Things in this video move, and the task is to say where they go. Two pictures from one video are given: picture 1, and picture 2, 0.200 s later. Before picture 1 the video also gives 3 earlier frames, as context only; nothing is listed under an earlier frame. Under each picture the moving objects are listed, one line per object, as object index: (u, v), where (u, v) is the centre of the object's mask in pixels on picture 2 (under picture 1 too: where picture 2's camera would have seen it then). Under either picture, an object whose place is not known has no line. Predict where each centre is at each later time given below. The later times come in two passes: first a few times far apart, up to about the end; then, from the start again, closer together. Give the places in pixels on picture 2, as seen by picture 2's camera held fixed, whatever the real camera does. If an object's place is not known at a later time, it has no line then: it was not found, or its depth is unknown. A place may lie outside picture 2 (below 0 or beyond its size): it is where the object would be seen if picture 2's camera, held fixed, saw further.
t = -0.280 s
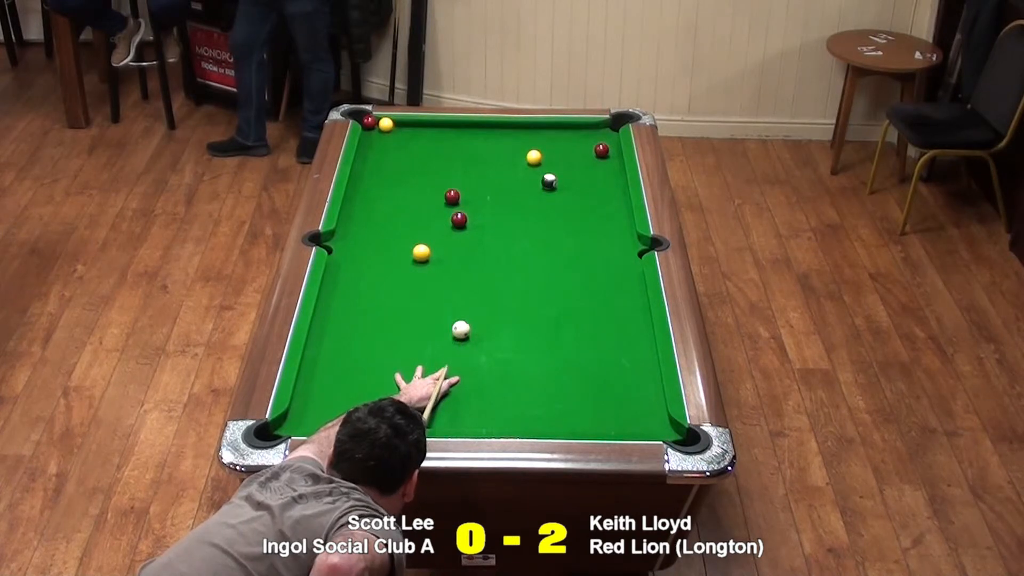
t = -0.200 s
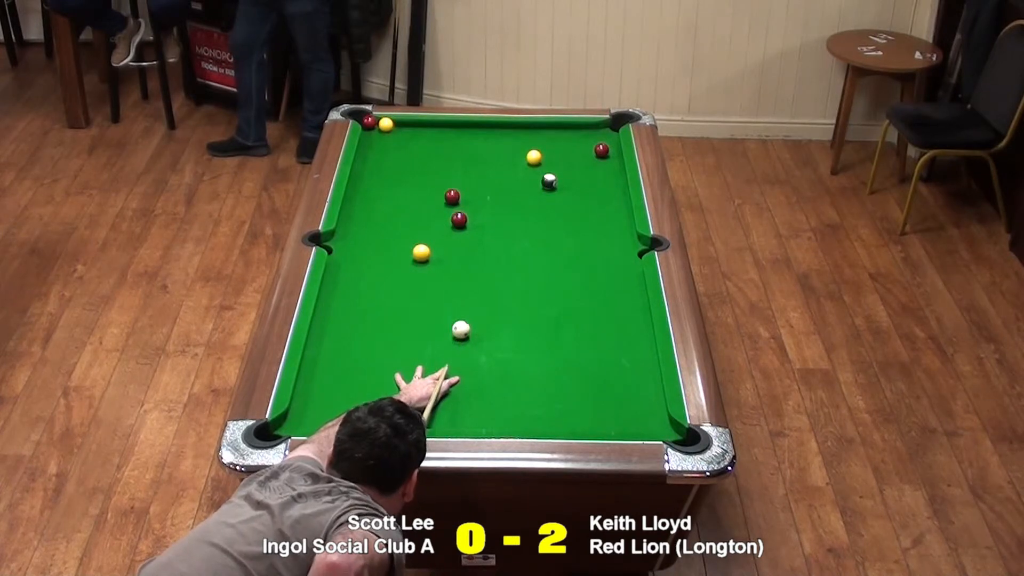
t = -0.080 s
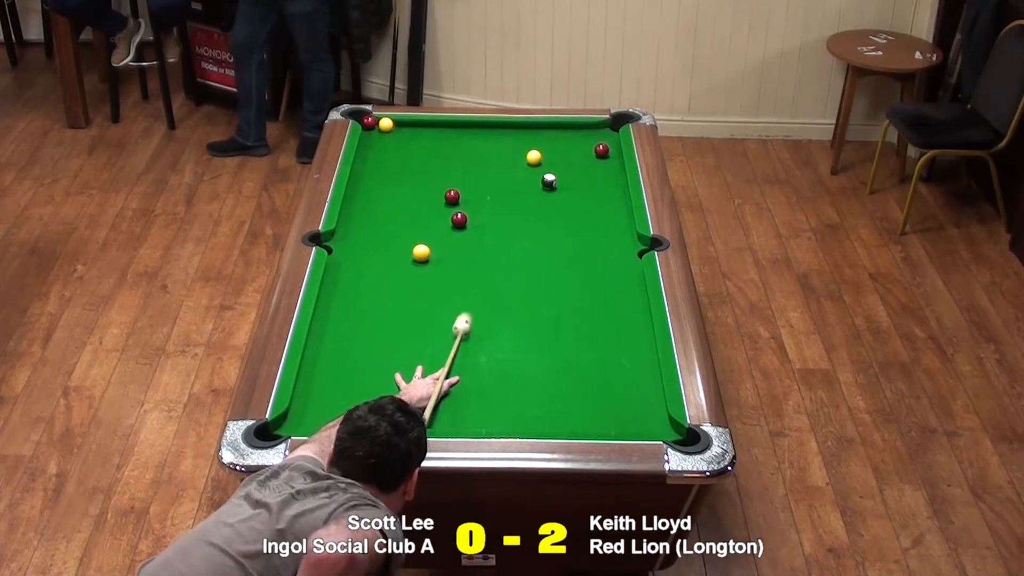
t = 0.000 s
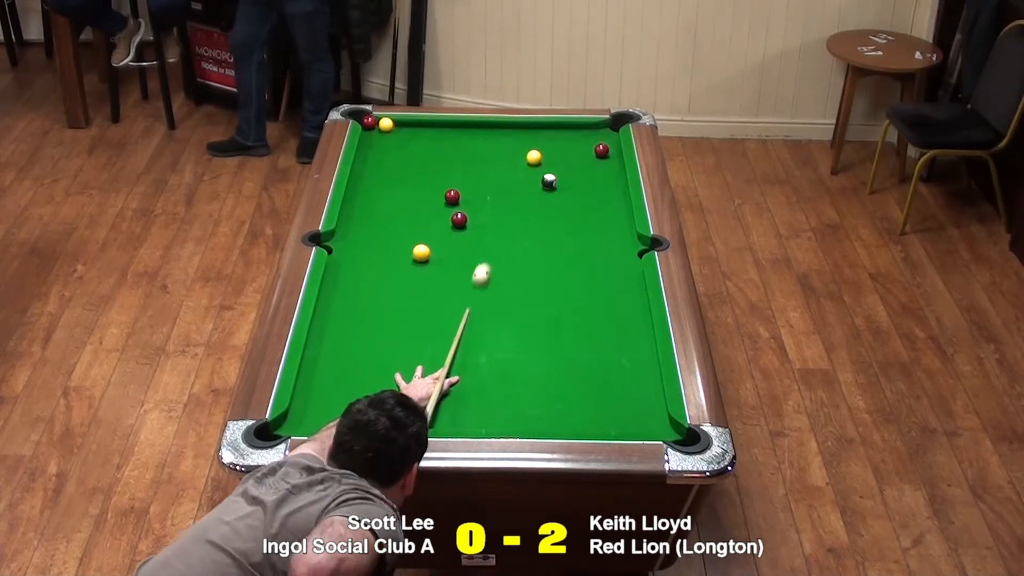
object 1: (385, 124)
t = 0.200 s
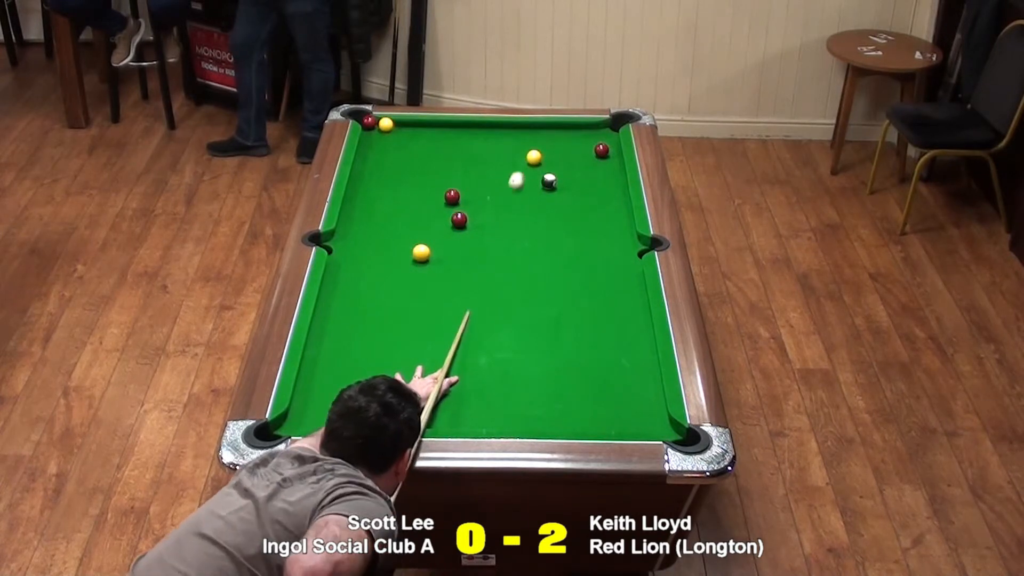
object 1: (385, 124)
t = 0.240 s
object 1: (385, 124)
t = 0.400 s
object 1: (385, 124)
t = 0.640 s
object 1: (385, 124)
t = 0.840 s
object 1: (379, 125)
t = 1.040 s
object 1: (373, 128)
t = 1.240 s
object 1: (368, 130)
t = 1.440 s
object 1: (370, 133)
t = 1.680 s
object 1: (371, 136)
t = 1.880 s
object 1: (373, 137)
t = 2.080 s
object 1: (373, 138)
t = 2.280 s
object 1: (374, 139)
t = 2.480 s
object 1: (377, 138)
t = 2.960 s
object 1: (369, 137)
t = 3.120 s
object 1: (374, 139)
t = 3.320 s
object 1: (374, 139)
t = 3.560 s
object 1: (374, 139)
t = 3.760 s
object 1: (374, 139)
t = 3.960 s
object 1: (374, 139)
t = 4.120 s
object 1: (371, 136)
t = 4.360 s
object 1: (374, 139)
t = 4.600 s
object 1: (374, 139)
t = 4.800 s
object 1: (374, 139)
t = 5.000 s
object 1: (374, 139)
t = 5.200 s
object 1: (374, 139)
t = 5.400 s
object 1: (374, 139)
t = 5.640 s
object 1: (374, 139)
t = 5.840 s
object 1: (374, 139)
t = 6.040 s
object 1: (374, 139)
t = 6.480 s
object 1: (374, 139)
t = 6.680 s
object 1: (374, 139)
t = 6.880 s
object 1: (374, 139)
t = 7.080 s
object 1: (374, 139)
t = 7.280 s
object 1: (374, 139)
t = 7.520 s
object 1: (374, 139)
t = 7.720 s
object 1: (373, 139)
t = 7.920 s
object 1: (374, 139)
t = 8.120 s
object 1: (373, 139)
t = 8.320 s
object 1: (373, 139)
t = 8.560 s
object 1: (373, 139)
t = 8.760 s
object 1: (373, 139)
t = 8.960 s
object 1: (374, 139)
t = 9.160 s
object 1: (374, 139)
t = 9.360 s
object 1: (374, 139)
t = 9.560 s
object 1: (374, 139)
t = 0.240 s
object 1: (385, 124)
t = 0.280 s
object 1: (385, 124)
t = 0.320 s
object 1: (385, 124)
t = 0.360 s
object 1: (385, 124)
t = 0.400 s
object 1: (385, 124)
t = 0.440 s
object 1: (385, 124)
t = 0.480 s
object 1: (385, 124)
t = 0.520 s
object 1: (385, 124)
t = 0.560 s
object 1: (385, 124)
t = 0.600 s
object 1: (385, 124)
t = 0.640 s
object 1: (385, 124)
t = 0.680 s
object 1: (385, 124)
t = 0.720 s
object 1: (385, 124)
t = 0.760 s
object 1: (385, 124)
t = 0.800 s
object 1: (381, 124)
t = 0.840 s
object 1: (379, 125)
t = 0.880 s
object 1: (378, 125)
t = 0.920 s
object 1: (377, 126)
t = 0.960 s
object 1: (375, 127)
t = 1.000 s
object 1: (374, 127)
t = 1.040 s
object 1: (373, 128)
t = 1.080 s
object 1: (372, 128)
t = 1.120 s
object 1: (371, 129)
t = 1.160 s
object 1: (370, 129)
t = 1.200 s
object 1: (369, 130)
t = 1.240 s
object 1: (368, 130)
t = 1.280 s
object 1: (368, 131)
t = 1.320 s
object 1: (368, 131)
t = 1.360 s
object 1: (369, 132)
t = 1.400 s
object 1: (370, 132)
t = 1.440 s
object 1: (370, 133)
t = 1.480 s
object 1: (370, 133)
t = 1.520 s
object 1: (370, 134)
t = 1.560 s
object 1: (371, 134)
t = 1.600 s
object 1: (371, 135)
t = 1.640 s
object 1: (371, 135)
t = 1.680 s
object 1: (371, 136)
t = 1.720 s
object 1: (372, 136)
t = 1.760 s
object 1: (372, 137)
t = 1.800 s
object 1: (372, 137)
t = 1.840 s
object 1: (372, 137)
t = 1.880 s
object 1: (373, 137)
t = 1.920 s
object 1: (373, 138)
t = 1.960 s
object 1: (373, 138)
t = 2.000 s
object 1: (373, 138)
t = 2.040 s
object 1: (373, 138)
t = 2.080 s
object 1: (373, 138)
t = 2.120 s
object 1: (374, 138)
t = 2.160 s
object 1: (374, 139)
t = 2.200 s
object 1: (374, 139)
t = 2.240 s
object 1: (374, 139)
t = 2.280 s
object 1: (374, 139)
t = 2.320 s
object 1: (374, 139)
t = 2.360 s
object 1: (374, 139)
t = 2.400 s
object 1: (374, 139)
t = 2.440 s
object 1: (374, 139)
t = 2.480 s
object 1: (377, 138)
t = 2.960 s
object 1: (369, 137)
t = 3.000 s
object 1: (371, 138)
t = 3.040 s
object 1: (371, 138)
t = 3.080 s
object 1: (372, 139)
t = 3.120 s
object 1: (374, 139)
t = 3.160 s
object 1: (374, 139)
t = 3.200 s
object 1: (374, 139)
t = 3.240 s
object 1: (374, 139)
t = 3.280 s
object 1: (374, 139)
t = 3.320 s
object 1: (374, 139)
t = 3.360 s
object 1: (374, 139)
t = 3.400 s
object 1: (374, 139)
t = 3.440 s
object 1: (374, 139)
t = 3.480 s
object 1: (374, 139)
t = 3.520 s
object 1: (374, 139)
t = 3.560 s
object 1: (374, 139)
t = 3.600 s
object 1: (374, 139)
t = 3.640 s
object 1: (374, 139)
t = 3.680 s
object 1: (374, 139)
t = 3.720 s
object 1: (374, 139)
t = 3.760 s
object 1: (374, 139)
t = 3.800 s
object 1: (374, 139)
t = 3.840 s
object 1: (374, 139)
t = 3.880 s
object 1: (374, 139)
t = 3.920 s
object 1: (374, 139)
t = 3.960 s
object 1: (374, 139)
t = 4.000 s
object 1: (374, 139)
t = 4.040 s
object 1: (374, 139)
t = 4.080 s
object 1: (373, 139)
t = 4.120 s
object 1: (371, 136)
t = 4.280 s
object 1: (374, 138)
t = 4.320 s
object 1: (374, 139)
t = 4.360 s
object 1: (374, 139)
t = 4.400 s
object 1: (374, 139)
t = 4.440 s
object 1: (374, 139)
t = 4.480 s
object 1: (374, 140)
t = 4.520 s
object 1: (374, 139)
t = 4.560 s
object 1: (374, 139)
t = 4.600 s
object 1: (374, 139)
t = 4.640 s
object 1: (374, 139)
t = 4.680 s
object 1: (374, 139)
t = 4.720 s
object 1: (374, 139)
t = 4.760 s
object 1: (374, 139)
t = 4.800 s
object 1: (374, 139)
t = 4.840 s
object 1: (374, 139)
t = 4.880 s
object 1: (374, 139)
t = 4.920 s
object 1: (374, 139)
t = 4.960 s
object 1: (374, 139)
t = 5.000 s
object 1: (374, 139)
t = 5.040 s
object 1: (374, 139)
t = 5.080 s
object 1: (374, 139)
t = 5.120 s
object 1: (374, 139)
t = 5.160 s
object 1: (374, 139)
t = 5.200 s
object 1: (374, 139)
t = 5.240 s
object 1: (374, 139)
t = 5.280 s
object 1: (374, 139)
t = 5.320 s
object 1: (374, 139)
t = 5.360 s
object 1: (374, 139)
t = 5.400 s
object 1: (374, 139)
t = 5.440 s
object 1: (374, 139)
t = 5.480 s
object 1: (374, 139)
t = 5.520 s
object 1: (374, 139)
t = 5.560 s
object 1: (374, 139)
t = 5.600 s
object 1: (374, 139)
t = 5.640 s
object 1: (374, 139)
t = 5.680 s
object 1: (374, 139)
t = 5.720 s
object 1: (374, 139)
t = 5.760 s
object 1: (374, 139)
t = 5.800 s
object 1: (374, 139)
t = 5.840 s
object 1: (374, 139)
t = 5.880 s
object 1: (374, 139)
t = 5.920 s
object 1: (374, 139)
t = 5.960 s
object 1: (374, 139)
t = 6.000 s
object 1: (374, 139)
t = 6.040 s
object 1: (374, 139)
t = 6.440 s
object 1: (374, 139)
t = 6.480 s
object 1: (374, 139)
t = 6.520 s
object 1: (374, 139)
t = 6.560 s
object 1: (374, 139)
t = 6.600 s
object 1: (374, 139)
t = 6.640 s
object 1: (373, 139)
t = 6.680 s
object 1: (374, 139)
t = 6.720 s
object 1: (374, 139)
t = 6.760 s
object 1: (374, 139)
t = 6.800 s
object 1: (374, 139)
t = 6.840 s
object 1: (374, 139)
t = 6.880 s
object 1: (374, 139)
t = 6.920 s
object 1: (374, 139)
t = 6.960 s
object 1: (374, 139)
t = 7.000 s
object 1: (374, 139)
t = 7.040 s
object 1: (374, 139)
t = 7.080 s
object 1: (374, 139)
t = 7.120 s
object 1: (374, 139)
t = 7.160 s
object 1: (374, 139)
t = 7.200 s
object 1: (374, 139)
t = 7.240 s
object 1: (374, 139)
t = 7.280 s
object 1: (374, 139)
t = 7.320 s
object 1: (374, 139)
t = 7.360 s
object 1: (374, 139)
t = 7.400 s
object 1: (374, 139)
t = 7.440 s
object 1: (374, 139)
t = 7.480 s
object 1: (374, 139)
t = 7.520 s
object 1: (374, 139)
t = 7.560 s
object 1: (373, 139)
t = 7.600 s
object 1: (374, 139)
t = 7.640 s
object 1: (374, 139)
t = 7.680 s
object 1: (374, 139)
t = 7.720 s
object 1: (373, 139)
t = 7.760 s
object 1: (374, 139)
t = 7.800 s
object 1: (374, 139)
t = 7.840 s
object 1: (374, 139)
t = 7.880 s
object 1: (374, 139)
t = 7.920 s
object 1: (374, 139)
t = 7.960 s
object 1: (373, 139)
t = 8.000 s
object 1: (373, 139)
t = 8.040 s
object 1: (373, 139)
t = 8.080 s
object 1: (373, 139)
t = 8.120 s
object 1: (373, 139)
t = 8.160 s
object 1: (373, 139)
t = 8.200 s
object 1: (373, 139)
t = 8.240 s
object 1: (373, 139)
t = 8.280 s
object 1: (373, 139)
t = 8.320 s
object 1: (373, 139)
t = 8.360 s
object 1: (373, 139)
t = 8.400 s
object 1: (373, 139)
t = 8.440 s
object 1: (373, 139)
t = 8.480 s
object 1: (373, 139)
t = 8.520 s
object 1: (373, 139)
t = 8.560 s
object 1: (373, 139)
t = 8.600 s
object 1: (373, 139)
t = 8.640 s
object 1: (373, 139)
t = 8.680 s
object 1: (373, 139)
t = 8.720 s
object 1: (373, 139)
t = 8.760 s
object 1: (373, 139)
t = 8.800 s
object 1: (373, 139)
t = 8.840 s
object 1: (373, 139)
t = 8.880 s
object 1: (373, 139)
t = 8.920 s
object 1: (373, 139)
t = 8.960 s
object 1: (374, 139)
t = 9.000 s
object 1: (374, 139)
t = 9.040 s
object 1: (374, 139)
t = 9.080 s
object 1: (373, 139)
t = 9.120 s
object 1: (373, 139)
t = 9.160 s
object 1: (374, 139)
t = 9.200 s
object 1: (374, 139)
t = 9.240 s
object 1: (374, 139)
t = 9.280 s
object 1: (374, 139)
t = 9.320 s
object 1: (374, 139)
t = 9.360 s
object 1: (374, 139)
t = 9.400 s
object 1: (374, 139)
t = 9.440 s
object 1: (374, 139)
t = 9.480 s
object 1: (374, 139)
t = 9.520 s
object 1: (374, 139)
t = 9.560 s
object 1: (374, 139)
